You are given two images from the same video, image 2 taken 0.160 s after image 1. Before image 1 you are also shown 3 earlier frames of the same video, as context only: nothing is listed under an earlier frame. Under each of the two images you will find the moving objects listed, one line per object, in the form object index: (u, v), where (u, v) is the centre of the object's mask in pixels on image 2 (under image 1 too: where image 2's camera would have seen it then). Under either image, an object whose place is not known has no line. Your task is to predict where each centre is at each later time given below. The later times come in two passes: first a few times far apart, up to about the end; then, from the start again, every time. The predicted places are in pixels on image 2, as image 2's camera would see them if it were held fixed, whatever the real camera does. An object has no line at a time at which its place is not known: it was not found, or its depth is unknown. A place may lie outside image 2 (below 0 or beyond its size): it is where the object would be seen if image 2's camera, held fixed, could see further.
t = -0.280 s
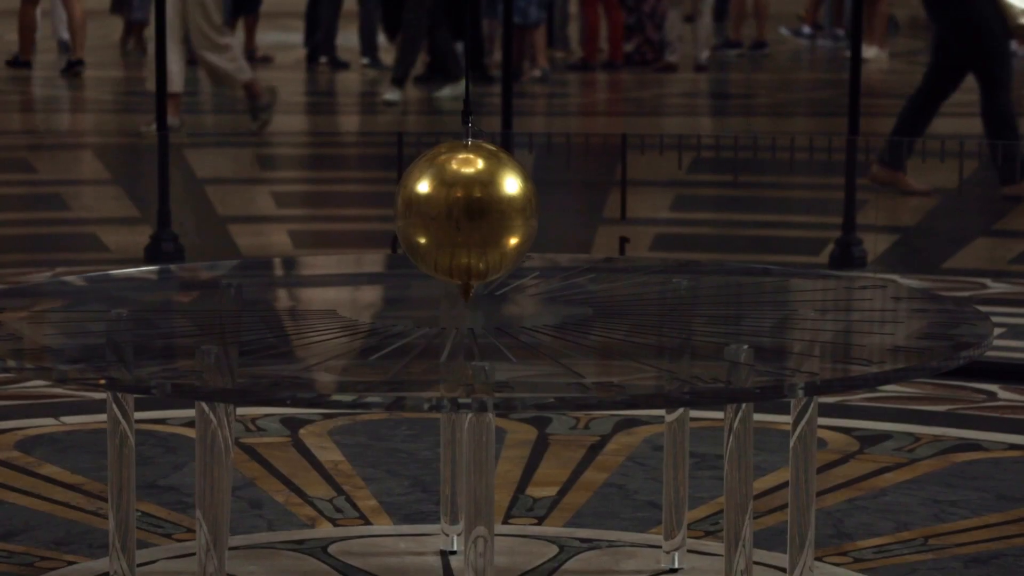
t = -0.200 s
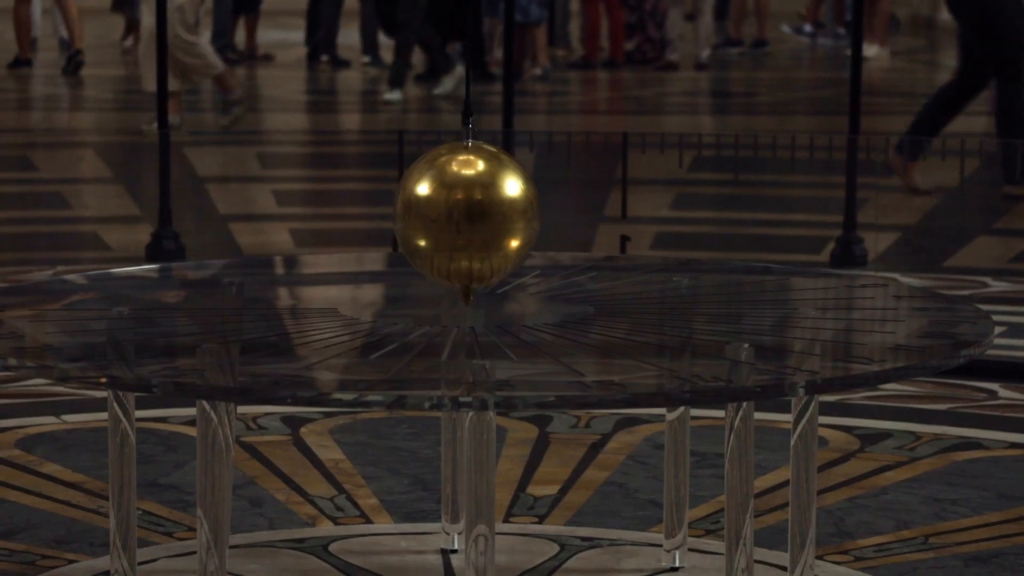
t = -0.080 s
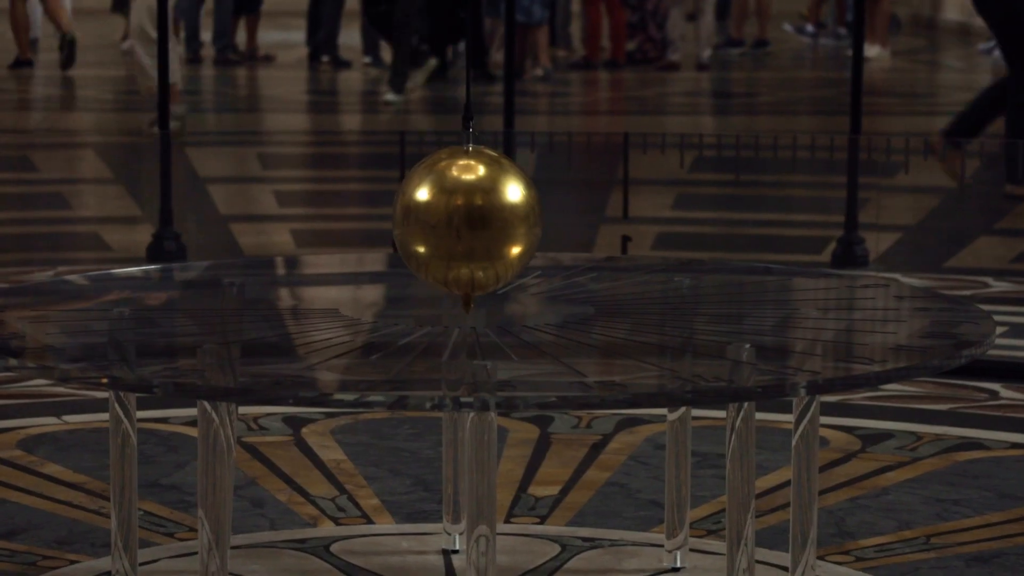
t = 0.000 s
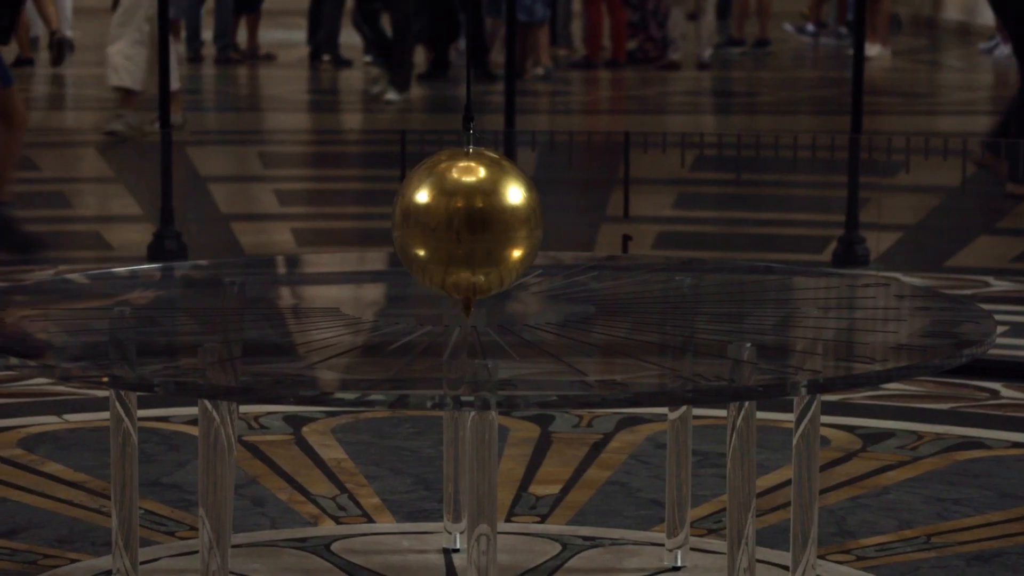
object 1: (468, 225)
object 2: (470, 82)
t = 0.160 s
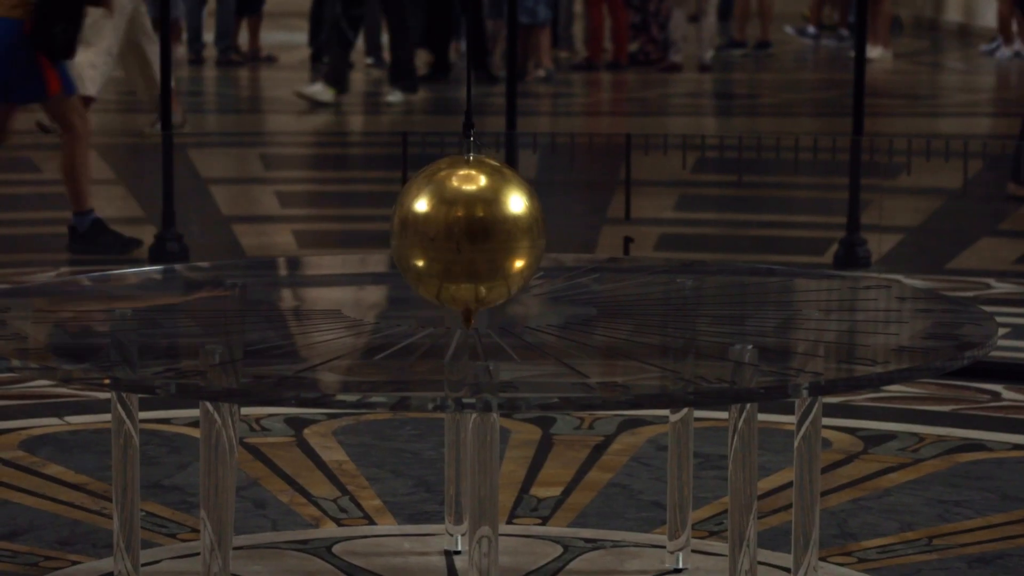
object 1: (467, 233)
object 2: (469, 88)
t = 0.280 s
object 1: (466, 239)
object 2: (468, 86)
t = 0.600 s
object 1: (464, 255)
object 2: (465, 94)
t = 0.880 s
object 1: (462, 269)
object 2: (463, 100)
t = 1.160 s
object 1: (459, 283)
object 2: (461, 110)
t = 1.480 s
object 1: (456, 299)
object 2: (458, 114)
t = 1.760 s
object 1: (453, 311)
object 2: (455, 122)
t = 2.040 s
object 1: (450, 323)
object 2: (452, 127)
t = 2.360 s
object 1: (448, 335)
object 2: (450, 133)
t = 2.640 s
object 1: (445, 344)
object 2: (447, 142)
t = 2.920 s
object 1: (443, 350)
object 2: (445, 151)
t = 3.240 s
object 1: (442, 353)
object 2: (444, 156)
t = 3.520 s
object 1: (440, 354)
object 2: (442, 160)
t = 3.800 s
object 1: (440, 352)
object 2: (442, 159)
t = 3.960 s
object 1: (439, 350)
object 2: (442, 159)
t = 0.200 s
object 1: (467, 235)
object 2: (468, 86)
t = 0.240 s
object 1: (467, 237)
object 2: (468, 88)
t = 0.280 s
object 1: (466, 239)
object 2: (468, 86)
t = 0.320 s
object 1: (466, 241)
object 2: (467, 87)
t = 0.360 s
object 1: (466, 243)
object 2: (467, 88)
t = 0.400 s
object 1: (465, 245)
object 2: (467, 89)
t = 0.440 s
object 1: (465, 247)
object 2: (467, 90)
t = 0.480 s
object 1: (465, 249)
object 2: (466, 90)
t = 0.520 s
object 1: (464, 251)
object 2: (466, 91)
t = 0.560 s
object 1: (464, 253)
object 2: (466, 92)
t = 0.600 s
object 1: (464, 255)
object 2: (465, 94)
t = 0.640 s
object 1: (464, 257)
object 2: (465, 95)
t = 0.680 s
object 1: (463, 259)
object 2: (465, 95)
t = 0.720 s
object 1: (463, 261)
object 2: (464, 97)
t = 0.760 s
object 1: (463, 263)
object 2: (464, 97)
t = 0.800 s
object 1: (462, 265)
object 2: (464, 99)
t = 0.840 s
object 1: (462, 267)
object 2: (464, 99)
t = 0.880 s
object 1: (462, 269)
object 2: (463, 100)
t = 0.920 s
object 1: (461, 271)
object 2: (463, 100)
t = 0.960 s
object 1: (461, 273)
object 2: (462, 100)
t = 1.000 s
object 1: (461, 275)
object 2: (462, 103)
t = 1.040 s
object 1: (460, 277)
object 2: (462, 105)
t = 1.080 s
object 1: (460, 279)
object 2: (462, 103)
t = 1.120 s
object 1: (459, 281)
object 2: (461, 104)
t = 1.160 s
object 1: (459, 283)
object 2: (461, 110)
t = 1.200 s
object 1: (459, 285)
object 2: (461, 121)
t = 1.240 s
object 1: (458, 287)
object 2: (460, 112)
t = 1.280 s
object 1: (458, 289)
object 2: (460, 111)
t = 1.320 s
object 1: (458, 291)
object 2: (459, 111)
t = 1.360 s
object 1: (457, 293)
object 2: (459, 110)
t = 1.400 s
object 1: (457, 295)
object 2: (458, 110)
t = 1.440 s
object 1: (456, 297)
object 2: (458, 111)
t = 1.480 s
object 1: (456, 299)
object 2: (458, 114)
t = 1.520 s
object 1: (455, 301)
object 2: (457, 113)
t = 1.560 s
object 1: (455, 302)
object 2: (457, 116)
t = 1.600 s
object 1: (455, 304)
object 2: (457, 118)
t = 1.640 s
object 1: (454, 306)
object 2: (456, 120)
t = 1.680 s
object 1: (454, 308)
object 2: (456, 120)
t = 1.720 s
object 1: (454, 310)
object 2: (456, 121)
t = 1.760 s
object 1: (453, 311)
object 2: (455, 122)
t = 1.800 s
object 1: (453, 313)
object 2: (455, 120)
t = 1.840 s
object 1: (453, 315)
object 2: (455, 122)
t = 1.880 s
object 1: (452, 316)
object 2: (454, 122)
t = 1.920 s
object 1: (452, 318)
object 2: (454, 123)
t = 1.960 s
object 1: (451, 320)
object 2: (454, 124)
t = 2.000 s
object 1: (451, 322)
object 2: (453, 127)
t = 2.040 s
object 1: (450, 323)
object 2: (452, 127)
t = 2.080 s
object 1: (450, 325)
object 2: (452, 128)
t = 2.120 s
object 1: (450, 326)
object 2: (452, 132)
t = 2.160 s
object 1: (449, 328)
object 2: (451, 132)
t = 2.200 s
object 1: (449, 329)
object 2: (451, 132)
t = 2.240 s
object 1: (449, 331)
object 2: (451, 132)
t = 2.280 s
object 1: (449, 333)
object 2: (451, 131)
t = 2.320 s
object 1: (448, 334)
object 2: (450, 132)
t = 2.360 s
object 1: (448, 335)
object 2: (450, 133)
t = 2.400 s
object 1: (448, 336)
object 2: (450, 136)
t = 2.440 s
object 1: (447, 338)
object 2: (449, 139)
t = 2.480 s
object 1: (447, 340)
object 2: (449, 138)
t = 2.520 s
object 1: (447, 341)
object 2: (449, 140)
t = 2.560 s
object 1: (446, 342)
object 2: (448, 143)
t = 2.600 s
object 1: (446, 343)
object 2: (448, 143)
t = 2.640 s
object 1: (445, 344)
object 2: (447, 142)
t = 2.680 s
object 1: (445, 345)
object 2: (447, 145)
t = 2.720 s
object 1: (445, 345)
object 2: (447, 144)
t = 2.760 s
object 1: (444, 347)
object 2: (446, 149)
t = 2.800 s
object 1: (444, 348)
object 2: (446, 149)
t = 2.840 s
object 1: (444, 348)
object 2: (446, 150)
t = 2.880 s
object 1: (444, 349)
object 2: (445, 153)
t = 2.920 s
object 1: (443, 350)
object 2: (445, 151)
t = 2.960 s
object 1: (443, 350)
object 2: (445, 155)
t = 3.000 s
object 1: (443, 351)
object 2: (445, 155)
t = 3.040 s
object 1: (442, 352)
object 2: (444, 153)
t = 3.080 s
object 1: (442, 352)
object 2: (444, 154)
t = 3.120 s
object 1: (442, 353)
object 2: (444, 152)
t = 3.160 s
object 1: (442, 353)
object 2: (443, 151)
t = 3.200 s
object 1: (442, 353)
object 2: (443, 155)
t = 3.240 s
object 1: (442, 353)
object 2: (444, 156)
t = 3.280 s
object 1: (441, 354)
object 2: (443, 157)
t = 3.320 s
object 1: (441, 354)
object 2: (443, 154)
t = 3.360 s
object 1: (440, 354)
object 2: (443, 157)
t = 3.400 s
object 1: (440, 354)
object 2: (443, 159)
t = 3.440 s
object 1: (440, 354)
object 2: (442, 160)
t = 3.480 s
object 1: (440, 354)
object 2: (442, 160)
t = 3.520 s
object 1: (440, 354)
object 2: (442, 160)
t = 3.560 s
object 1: (440, 354)
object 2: (442, 160)
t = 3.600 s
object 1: (440, 354)
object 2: (442, 160)
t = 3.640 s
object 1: (440, 354)
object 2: (442, 160)
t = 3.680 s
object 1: (440, 353)
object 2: (442, 160)
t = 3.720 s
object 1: (440, 353)
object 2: (442, 160)
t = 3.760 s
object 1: (439, 353)
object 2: (442, 159)
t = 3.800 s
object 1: (440, 352)
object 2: (442, 159)
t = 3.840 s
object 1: (439, 352)
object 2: (442, 158)
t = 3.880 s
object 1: (439, 351)
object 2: (441, 158)
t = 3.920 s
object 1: (439, 351)
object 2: (441, 160)
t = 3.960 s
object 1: (439, 350)
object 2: (442, 159)
